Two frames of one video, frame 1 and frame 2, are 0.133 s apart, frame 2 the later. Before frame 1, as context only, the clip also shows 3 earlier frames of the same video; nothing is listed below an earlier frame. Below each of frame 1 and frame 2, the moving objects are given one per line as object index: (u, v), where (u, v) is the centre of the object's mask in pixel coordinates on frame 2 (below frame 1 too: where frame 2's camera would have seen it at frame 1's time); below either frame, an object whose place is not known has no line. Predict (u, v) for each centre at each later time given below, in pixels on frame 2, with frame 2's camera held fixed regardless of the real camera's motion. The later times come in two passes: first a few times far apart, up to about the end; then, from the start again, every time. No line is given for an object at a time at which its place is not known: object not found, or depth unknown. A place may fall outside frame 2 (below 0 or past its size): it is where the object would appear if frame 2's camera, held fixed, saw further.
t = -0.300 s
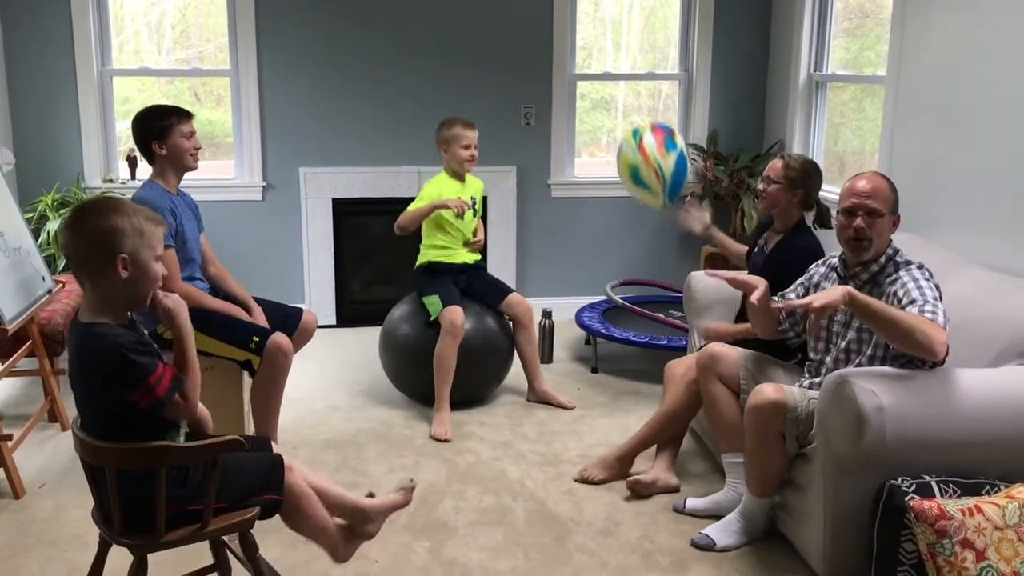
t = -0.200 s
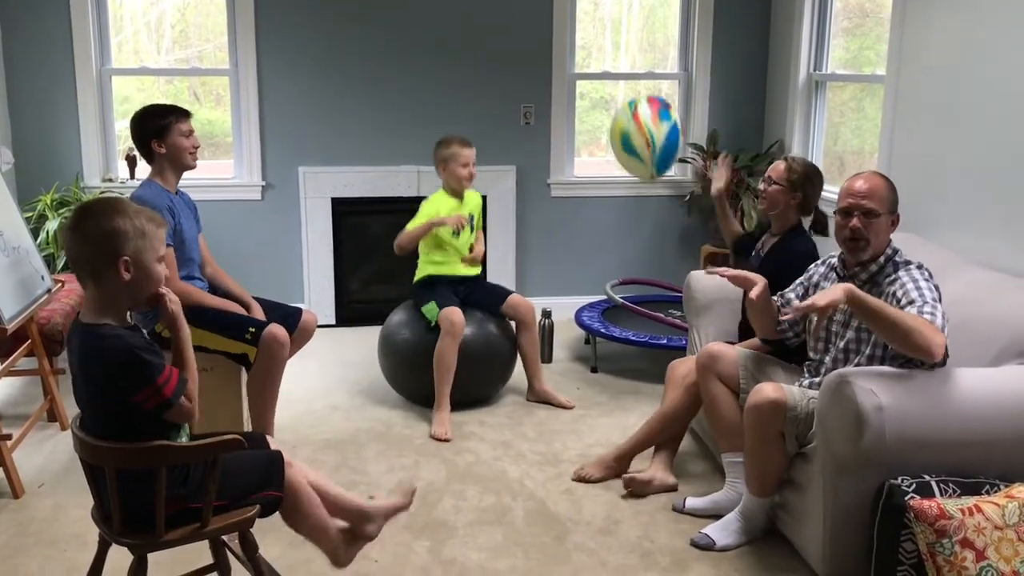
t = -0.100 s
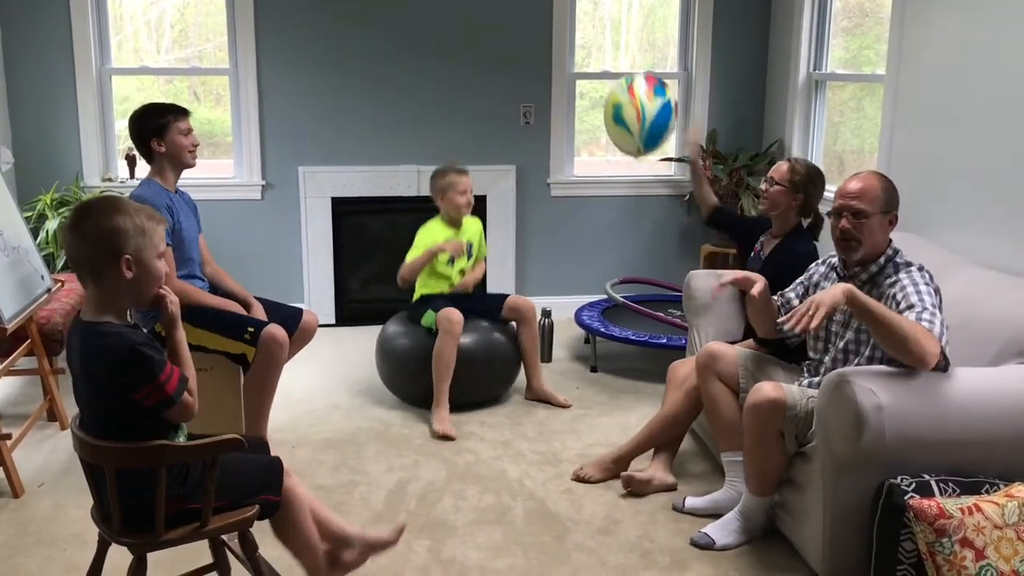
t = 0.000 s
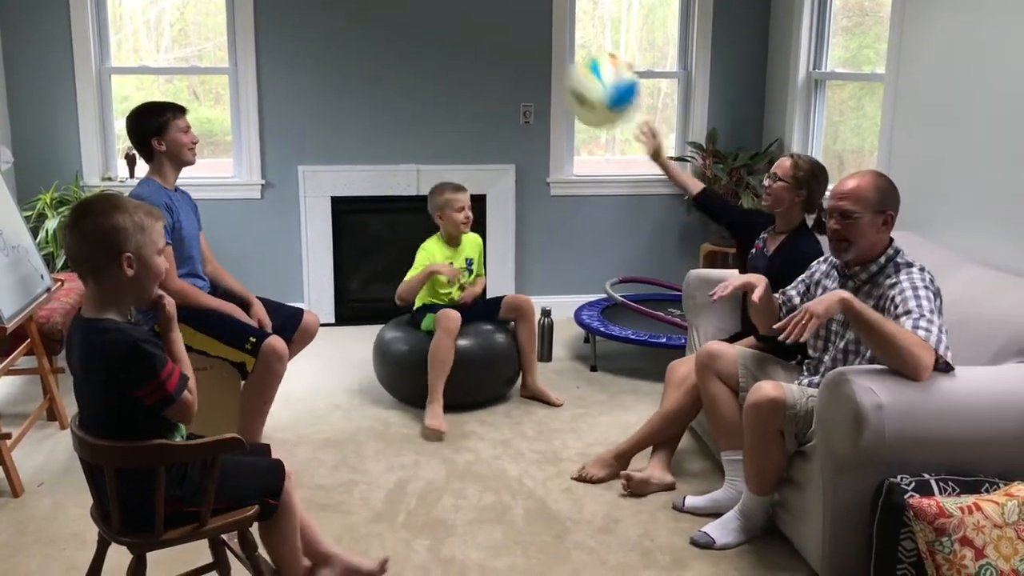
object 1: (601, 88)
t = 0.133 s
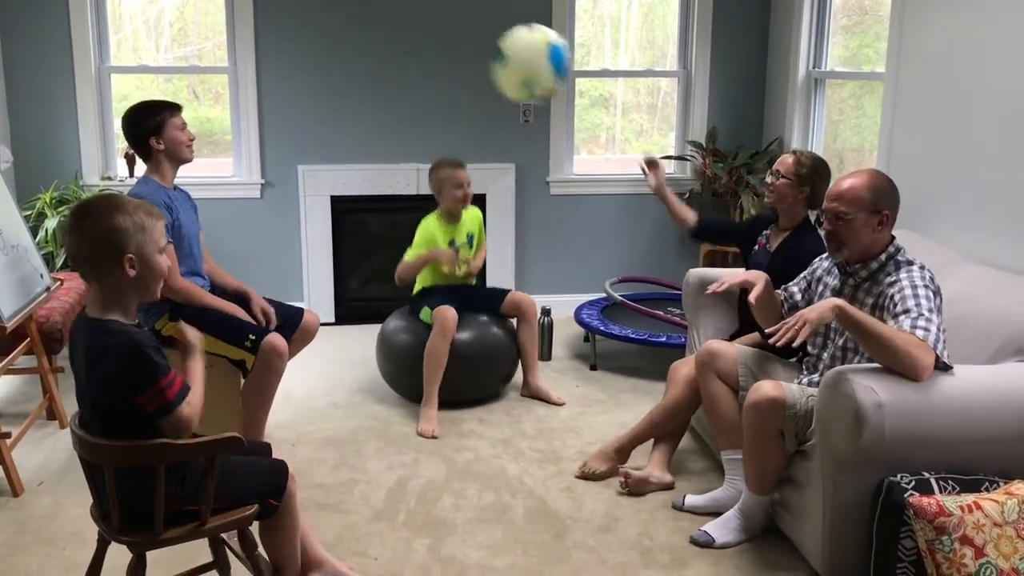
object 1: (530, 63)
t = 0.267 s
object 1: (470, 49)
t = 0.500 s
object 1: (382, 67)
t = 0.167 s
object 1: (514, 59)
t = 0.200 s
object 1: (500, 55)
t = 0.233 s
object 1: (484, 51)
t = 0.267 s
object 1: (470, 49)
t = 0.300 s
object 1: (455, 49)
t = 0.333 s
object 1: (441, 50)
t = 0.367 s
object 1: (429, 52)
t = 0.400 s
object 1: (416, 55)
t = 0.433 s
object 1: (404, 57)
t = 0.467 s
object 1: (392, 62)
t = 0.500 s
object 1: (382, 67)
